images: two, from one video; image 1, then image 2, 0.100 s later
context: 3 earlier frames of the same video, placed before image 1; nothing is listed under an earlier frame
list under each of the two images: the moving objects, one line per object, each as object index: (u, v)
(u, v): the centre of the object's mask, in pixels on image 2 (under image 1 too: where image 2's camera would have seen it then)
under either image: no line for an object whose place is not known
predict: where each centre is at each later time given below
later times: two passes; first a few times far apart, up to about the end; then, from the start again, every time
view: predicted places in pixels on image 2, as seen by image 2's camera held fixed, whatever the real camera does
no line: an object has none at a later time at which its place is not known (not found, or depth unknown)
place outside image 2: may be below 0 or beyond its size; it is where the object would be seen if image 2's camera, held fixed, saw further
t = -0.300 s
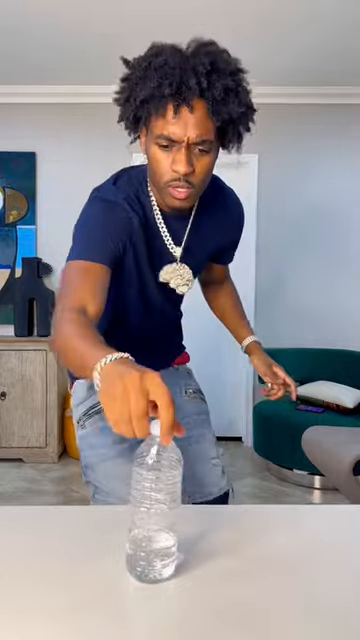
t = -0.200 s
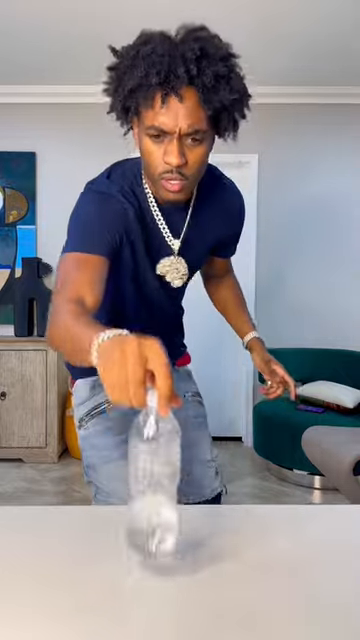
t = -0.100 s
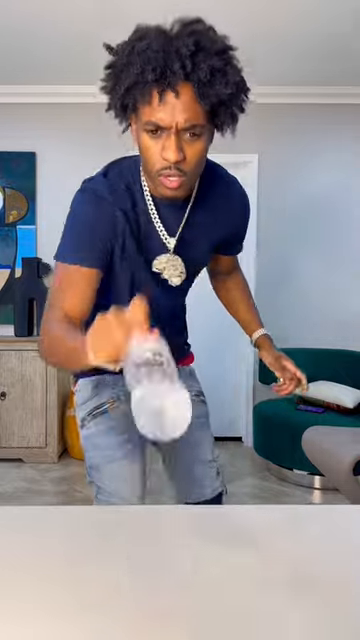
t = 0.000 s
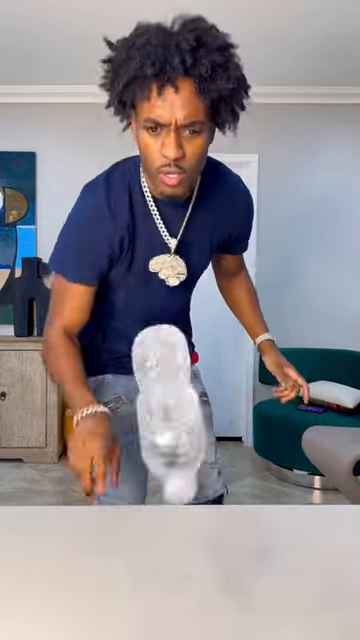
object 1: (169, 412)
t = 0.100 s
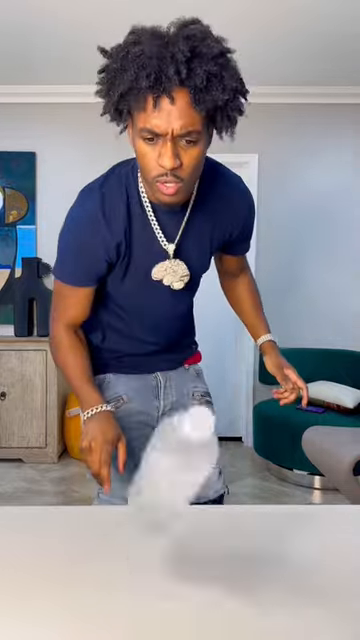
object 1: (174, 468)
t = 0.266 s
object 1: (165, 547)
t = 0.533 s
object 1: (155, 539)
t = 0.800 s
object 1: (161, 543)
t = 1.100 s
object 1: (162, 542)
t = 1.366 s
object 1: (162, 543)
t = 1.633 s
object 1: (163, 544)
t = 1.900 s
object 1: (163, 544)
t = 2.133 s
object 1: (163, 544)
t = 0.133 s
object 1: (171, 515)
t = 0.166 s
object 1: (172, 558)
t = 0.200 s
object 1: (170, 553)
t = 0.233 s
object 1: (171, 550)
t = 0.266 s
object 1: (165, 547)
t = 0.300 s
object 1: (157, 547)
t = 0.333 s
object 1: (151, 545)
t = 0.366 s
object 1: (147, 542)
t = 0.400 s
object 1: (146, 541)
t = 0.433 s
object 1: (146, 540)
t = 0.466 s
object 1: (147, 540)
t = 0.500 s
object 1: (149, 539)
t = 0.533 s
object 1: (155, 539)
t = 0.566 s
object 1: (160, 540)
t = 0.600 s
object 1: (162, 543)
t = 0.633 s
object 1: (163, 545)
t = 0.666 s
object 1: (163, 547)
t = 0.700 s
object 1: (161, 547)
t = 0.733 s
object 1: (161, 546)
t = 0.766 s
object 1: (162, 544)
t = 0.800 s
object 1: (161, 543)
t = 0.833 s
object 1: (161, 543)
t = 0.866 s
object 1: (162, 543)
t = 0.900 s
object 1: (162, 544)
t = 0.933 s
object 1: (163, 545)
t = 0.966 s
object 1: (163, 546)
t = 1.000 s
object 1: (162, 546)
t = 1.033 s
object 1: (163, 545)
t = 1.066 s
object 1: (163, 544)
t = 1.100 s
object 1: (162, 542)
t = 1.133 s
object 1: (161, 542)
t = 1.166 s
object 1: (161, 543)
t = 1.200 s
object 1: (163, 544)
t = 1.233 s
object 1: (163, 546)
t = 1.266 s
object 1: (163, 547)
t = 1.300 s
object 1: (163, 546)
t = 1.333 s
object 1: (163, 545)
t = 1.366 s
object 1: (162, 543)
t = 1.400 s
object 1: (162, 543)
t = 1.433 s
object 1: (163, 544)
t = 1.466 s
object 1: (163, 545)
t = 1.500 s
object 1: (163, 545)
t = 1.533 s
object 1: (163, 545)
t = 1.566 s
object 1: (163, 544)
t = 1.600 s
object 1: (163, 544)
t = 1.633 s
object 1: (163, 544)
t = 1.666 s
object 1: (163, 544)
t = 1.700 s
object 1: (163, 544)
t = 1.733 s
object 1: (163, 545)
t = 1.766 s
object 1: (163, 545)
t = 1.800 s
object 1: (163, 544)
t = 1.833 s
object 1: (163, 544)
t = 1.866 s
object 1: (163, 544)
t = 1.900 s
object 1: (163, 544)
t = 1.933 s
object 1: (163, 544)
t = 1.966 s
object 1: (163, 544)
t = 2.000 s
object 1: (163, 544)
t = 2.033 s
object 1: (163, 544)
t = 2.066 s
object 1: (163, 544)
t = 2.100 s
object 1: (163, 544)
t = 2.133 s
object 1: (163, 544)
